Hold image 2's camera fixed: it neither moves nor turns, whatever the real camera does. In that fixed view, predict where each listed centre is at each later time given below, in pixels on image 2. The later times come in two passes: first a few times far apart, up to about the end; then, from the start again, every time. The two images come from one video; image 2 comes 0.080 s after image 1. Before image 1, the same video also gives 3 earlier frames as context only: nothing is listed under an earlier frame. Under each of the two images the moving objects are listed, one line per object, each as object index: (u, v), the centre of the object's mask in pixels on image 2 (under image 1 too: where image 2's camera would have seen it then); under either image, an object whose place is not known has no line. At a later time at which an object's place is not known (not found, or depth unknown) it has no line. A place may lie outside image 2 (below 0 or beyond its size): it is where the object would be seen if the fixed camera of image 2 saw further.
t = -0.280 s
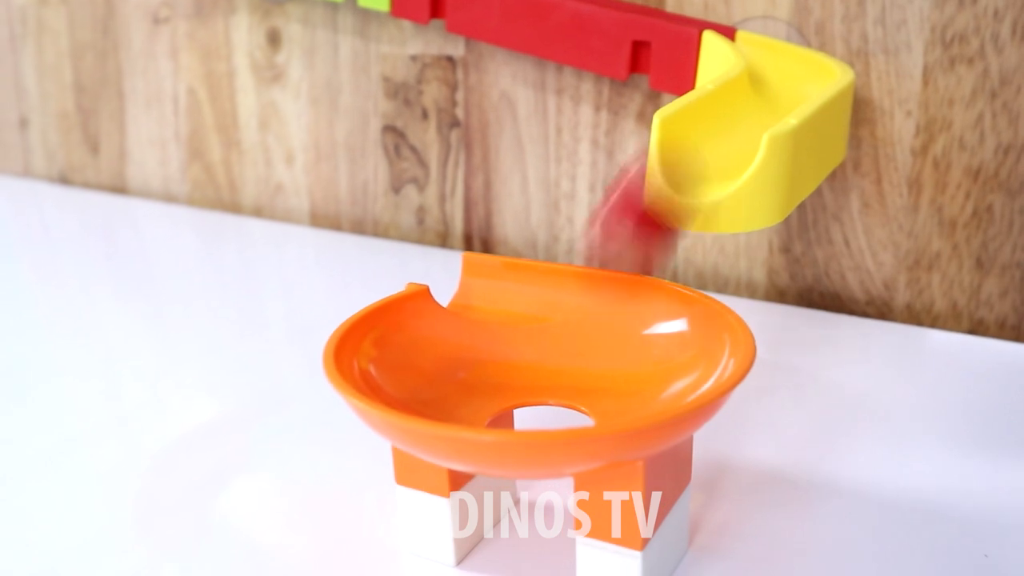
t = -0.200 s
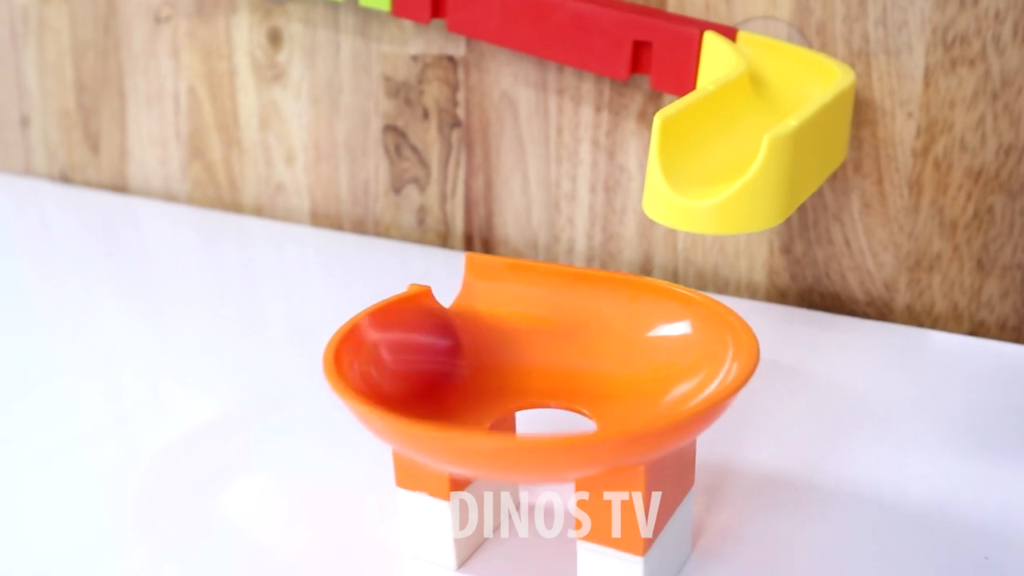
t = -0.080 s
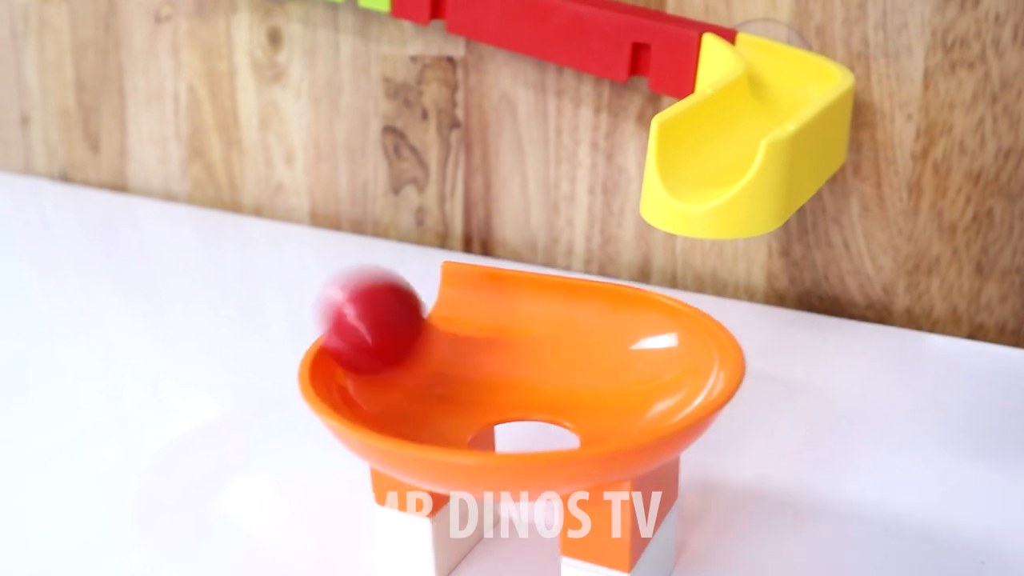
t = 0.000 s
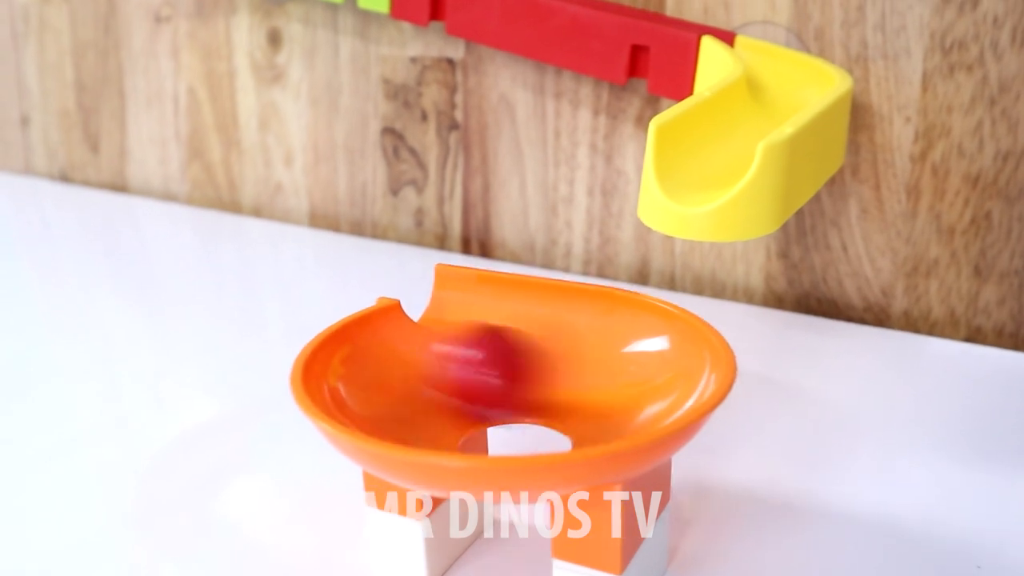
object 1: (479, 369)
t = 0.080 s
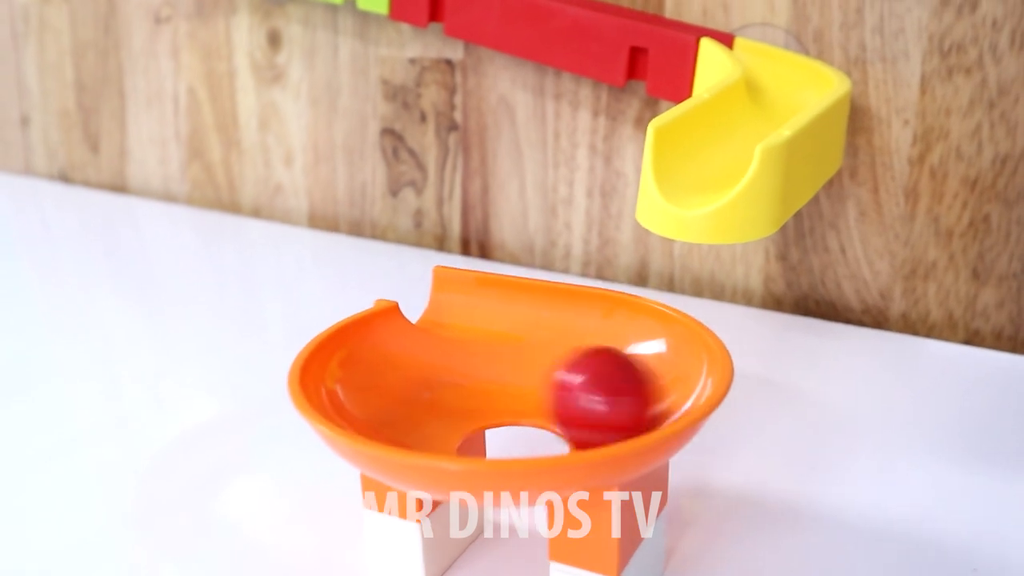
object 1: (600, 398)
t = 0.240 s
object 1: (490, 420)
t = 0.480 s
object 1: (576, 336)
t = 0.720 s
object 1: (364, 383)
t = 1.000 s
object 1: (617, 398)
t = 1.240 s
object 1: (469, 329)
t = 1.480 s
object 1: (452, 418)
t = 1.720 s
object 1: (532, 383)
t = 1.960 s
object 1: (527, 412)
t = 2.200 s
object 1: (497, 351)
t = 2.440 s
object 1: (420, 414)
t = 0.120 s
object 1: (618, 397)
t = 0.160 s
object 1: (589, 405)
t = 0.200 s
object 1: (537, 418)
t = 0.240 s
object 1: (490, 420)
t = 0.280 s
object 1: (468, 409)
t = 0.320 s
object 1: (467, 382)
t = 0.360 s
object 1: (483, 347)
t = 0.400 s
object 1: (517, 318)
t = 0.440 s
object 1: (551, 315)
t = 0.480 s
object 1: (576, 336)
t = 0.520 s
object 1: (575, 375)
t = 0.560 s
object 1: (544, 405)
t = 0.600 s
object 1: (475, 417)
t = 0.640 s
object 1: (416, 411)
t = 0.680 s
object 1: (373, 394)
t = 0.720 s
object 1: (364, 383)
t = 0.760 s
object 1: (380, 382)
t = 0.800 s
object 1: (434, 382)
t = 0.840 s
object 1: (497, 383)
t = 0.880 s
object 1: (569, 391)
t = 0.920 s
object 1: (615, 391)
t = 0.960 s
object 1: (633, 388)
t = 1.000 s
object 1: (617, 398)
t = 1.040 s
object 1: (574, 413)
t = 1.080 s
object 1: (525, 418)
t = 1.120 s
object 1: (476, 410)
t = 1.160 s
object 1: (458, 385)
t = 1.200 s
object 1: (454, 358)
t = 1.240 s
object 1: (469, 329)
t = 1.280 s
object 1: (496, 321)
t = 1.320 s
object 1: (524, 337)
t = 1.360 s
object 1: (540, 367)
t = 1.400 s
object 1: (544, 396)
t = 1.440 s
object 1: (503, 415)
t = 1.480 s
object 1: (452, 418)
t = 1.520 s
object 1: (414, 410)
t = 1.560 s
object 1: (391, 401)
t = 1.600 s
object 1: (393, 399)
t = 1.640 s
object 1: (421, 400)
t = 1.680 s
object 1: (467, 391)
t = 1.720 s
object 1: (532, 383)
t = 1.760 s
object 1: (587, 384)
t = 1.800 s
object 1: (625, 380)
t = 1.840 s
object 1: (637, 381)
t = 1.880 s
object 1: (620, 394)
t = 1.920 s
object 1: (579, 407)
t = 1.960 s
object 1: (527, 412)
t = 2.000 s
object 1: (469, 406)
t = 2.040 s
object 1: (449, 383)
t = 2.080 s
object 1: (440, 358)
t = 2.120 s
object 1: (450, 336)
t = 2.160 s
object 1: (469, 333)
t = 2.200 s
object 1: (497, 351)
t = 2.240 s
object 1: (518, 372)
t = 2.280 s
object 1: (536, 400)
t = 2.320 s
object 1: (505, 416)
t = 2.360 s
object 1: (473, 421)
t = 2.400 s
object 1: (441, 418)
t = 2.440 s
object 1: (420, 414)
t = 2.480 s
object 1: (418, 412)
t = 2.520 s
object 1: (436, 410)
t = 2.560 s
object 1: (468, 403)
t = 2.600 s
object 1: (521, 389)
